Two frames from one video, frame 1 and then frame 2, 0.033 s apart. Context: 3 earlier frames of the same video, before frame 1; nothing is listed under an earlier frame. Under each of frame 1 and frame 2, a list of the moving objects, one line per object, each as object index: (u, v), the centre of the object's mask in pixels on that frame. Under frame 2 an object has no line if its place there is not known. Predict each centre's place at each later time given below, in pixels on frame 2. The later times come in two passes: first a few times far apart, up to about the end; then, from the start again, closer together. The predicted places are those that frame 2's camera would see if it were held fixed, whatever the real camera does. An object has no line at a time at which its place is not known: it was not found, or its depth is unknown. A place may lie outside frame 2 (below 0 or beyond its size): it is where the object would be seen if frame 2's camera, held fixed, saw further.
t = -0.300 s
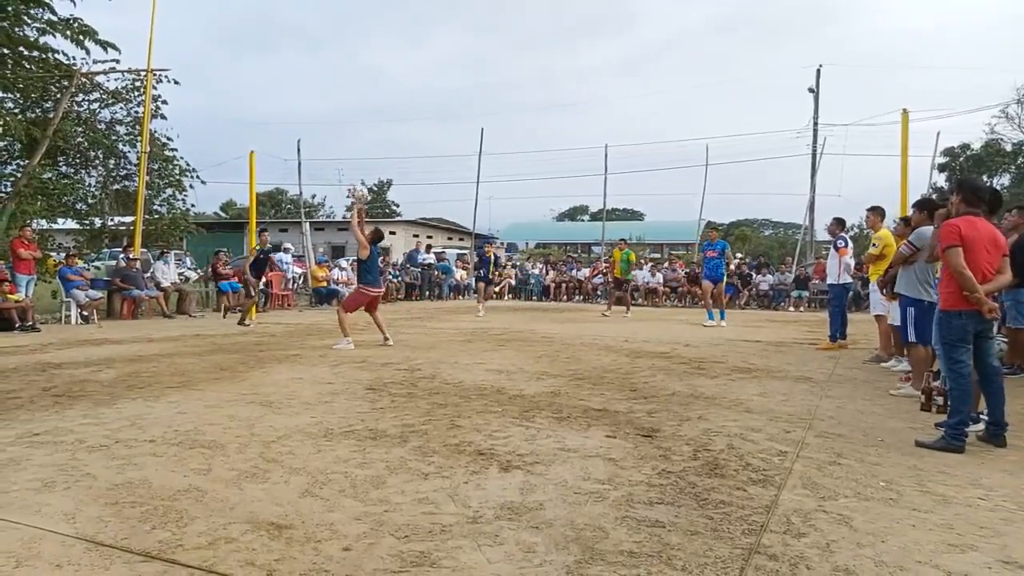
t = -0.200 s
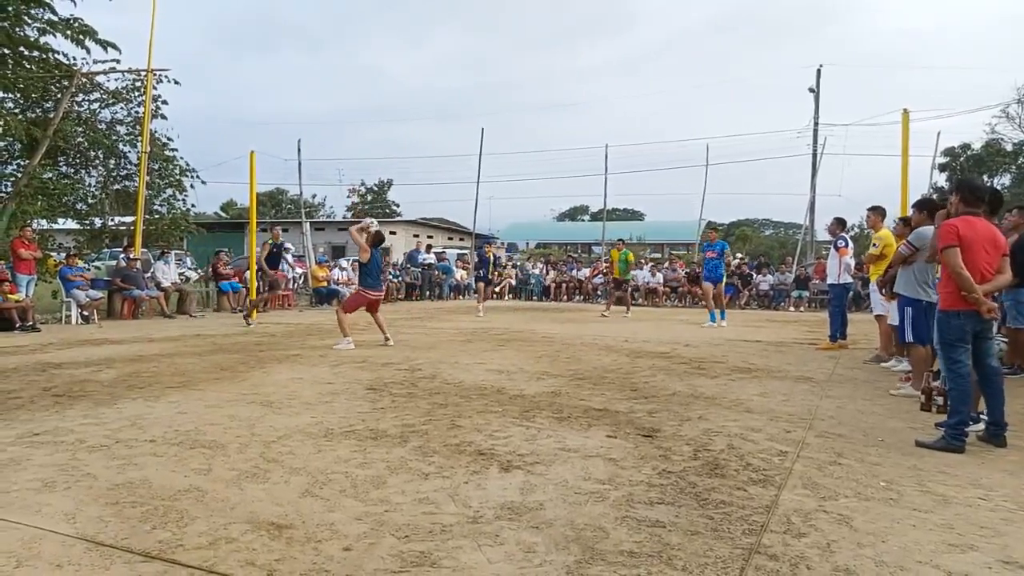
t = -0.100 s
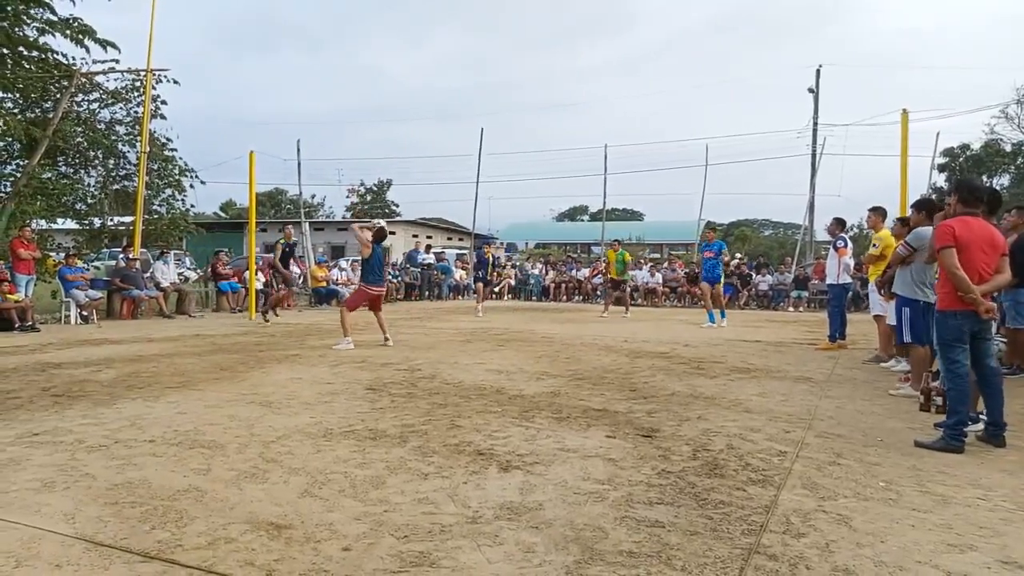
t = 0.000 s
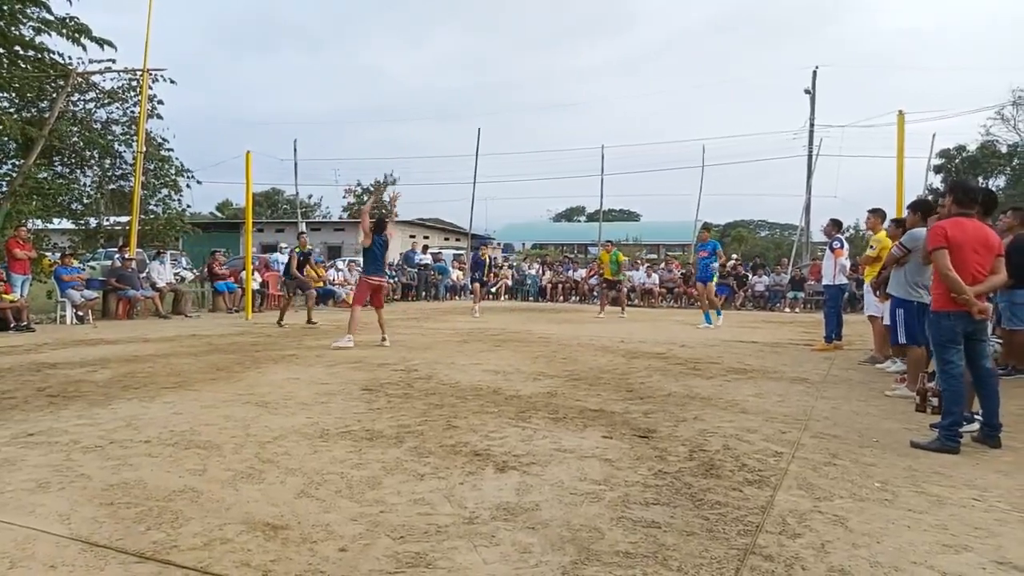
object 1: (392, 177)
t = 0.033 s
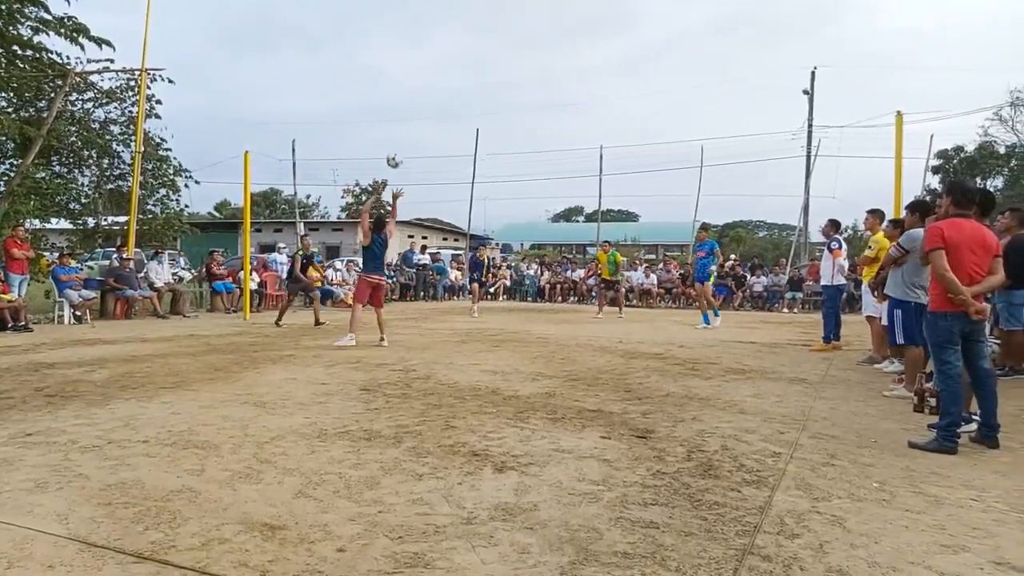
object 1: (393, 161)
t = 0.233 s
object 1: (416, 79)
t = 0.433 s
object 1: (434, 35)
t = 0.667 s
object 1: (455, 15)
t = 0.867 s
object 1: (470, 30)
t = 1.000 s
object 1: (480, 55)
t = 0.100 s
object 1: (402, 130)
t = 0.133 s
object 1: (406, 116)
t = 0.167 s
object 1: (409, 102)
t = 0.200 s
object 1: (413, 90)
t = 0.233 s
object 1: (416, 79)
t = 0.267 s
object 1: (420, 69)
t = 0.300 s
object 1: (423, 60)
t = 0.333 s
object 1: (425, 56)
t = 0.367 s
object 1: (428, 48)
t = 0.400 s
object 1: (431, 41)
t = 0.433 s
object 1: (434, 35)
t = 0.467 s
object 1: (438, 29)
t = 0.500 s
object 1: (441, 25)
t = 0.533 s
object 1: (444, 21)
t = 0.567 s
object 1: (447, 18)
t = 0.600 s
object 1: (450, 16)
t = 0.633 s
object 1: (453, 16)
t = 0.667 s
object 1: (455, 15)
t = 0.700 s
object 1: (458, 16)
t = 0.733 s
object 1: (460, 17)
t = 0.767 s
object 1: (463, 20)
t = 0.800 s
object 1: (466, 22)
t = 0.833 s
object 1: (468, 25)
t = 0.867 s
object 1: (470, 30)
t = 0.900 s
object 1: (473, 35)
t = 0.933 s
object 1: (475, 41)
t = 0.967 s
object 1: (477, 48)
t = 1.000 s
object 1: (480, 55)
